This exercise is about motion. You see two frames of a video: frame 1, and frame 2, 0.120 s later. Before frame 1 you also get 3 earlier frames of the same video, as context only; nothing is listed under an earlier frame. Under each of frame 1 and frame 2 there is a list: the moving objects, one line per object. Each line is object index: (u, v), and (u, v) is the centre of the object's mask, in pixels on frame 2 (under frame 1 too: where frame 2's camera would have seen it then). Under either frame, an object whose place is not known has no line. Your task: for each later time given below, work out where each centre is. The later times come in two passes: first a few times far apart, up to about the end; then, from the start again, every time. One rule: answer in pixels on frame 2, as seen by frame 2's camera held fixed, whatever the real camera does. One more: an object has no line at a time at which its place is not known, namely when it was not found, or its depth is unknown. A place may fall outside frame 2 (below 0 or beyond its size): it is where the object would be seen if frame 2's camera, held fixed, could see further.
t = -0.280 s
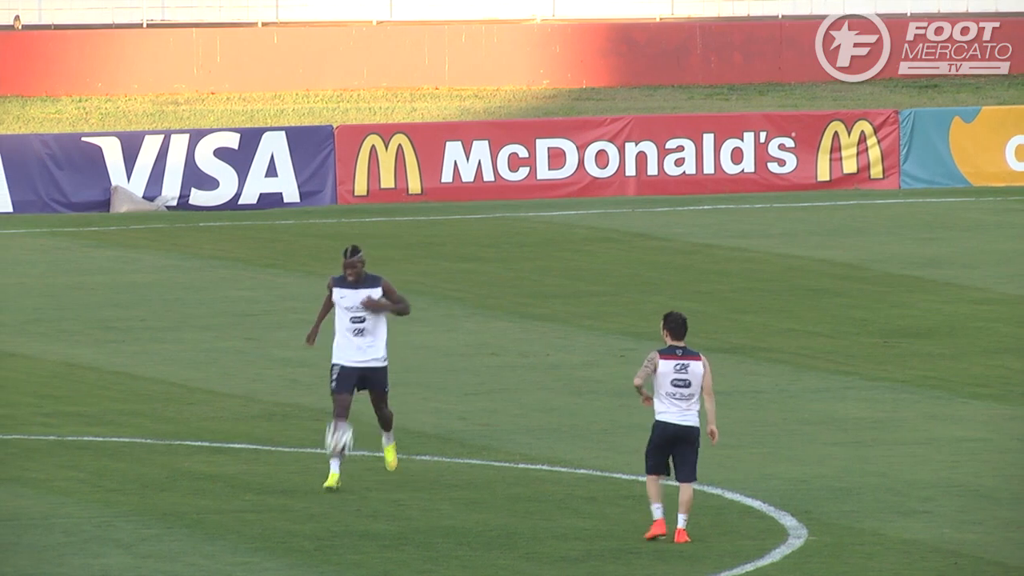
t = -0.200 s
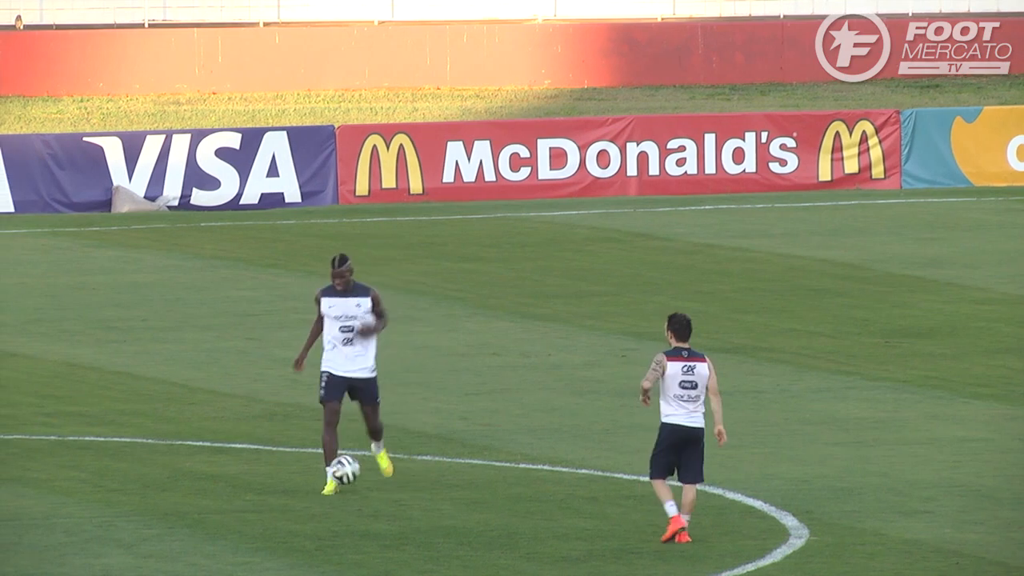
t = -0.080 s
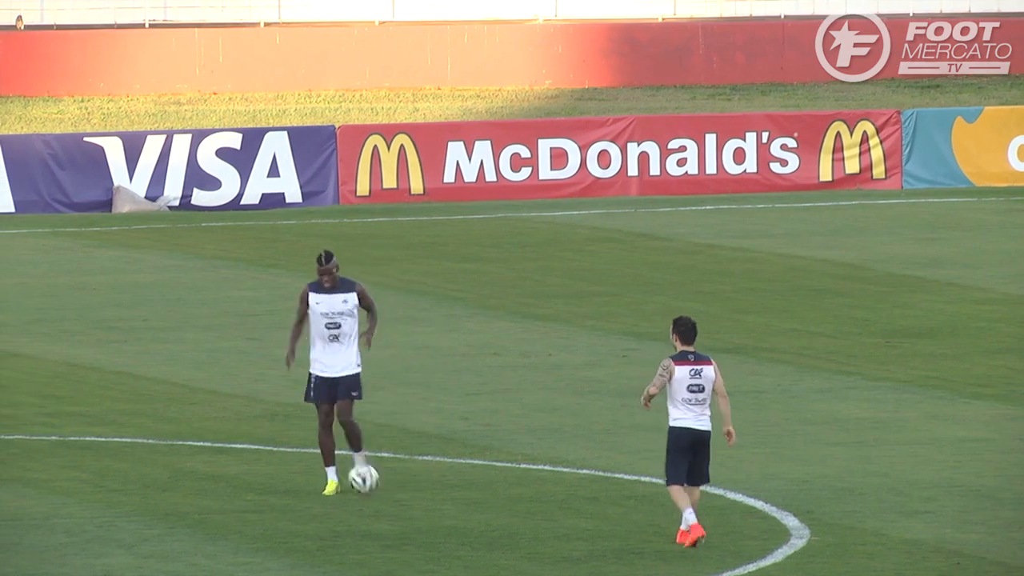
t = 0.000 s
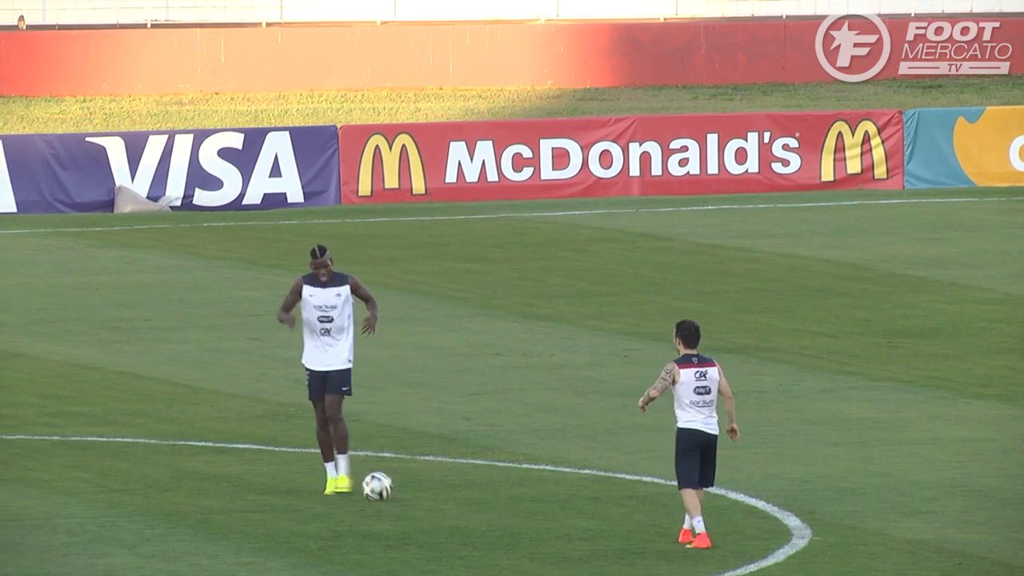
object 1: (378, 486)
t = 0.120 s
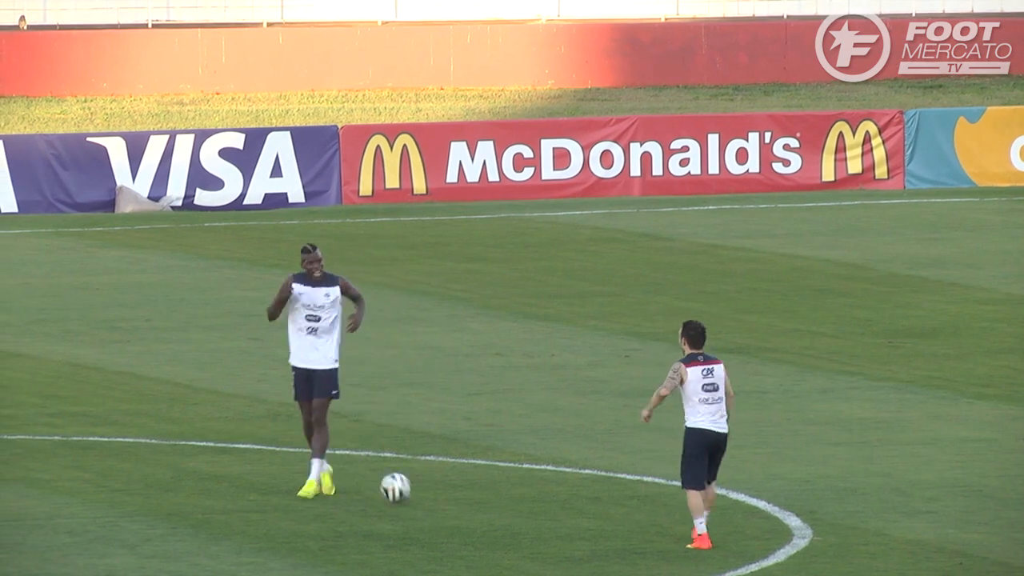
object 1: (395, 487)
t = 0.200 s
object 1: (407, 493)
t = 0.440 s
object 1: (441, 499)
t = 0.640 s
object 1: (468, 505)
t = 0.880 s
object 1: (499, 512)
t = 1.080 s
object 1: (522, 517)
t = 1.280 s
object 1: (545, 522)
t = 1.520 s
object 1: (571, 529)
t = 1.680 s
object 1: (587, 532)
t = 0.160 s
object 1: (401, 491)
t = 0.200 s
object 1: (407, 493)
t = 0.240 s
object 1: (413, 491)
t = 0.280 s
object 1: (418, 491)
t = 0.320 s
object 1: (424, 492)
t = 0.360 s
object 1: (430, 496)
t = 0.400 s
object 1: (436, 499)
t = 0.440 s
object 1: (441, 499)
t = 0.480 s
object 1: (446, 500)
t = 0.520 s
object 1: (452, 502)
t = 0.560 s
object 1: (458, 504)
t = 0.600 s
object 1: (463, 504)
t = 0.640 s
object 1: (468, 505)
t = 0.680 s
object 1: (474, 506)
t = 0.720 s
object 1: (479, 508)
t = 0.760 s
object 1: (484, 508)
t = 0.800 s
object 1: (489, 509)
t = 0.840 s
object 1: (494, 510)
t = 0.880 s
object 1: (499, 512)
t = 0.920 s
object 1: (504, 511)
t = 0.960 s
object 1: (509, 514)
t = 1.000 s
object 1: (513, 515)
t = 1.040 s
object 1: (518, 515)
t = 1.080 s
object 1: (522, 517)
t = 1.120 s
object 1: (527, 518)
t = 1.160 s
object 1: (532, 519)
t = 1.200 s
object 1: (536, 520)
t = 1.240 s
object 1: (540, 521)
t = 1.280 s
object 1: (545, 522)
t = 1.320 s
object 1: (549, 523)
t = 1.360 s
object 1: (554, 525)
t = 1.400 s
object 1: (558, 525)
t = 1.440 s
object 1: (562, 527)
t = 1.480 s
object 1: (566, 528)
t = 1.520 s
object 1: (571, 529)
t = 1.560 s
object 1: (575, 529)
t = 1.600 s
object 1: (578, 530)
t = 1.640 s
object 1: (583, 532)
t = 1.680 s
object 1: (587, 532)
